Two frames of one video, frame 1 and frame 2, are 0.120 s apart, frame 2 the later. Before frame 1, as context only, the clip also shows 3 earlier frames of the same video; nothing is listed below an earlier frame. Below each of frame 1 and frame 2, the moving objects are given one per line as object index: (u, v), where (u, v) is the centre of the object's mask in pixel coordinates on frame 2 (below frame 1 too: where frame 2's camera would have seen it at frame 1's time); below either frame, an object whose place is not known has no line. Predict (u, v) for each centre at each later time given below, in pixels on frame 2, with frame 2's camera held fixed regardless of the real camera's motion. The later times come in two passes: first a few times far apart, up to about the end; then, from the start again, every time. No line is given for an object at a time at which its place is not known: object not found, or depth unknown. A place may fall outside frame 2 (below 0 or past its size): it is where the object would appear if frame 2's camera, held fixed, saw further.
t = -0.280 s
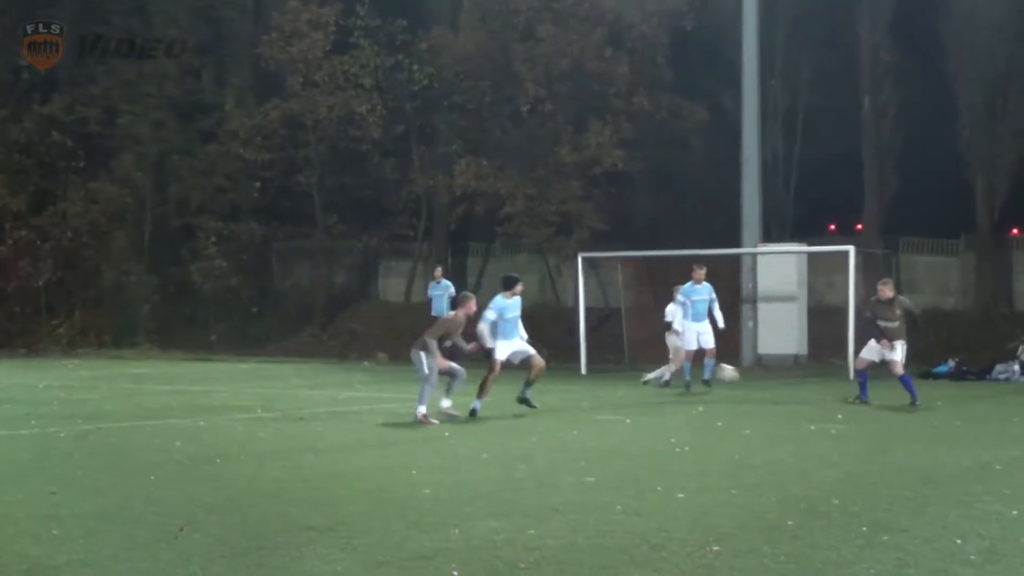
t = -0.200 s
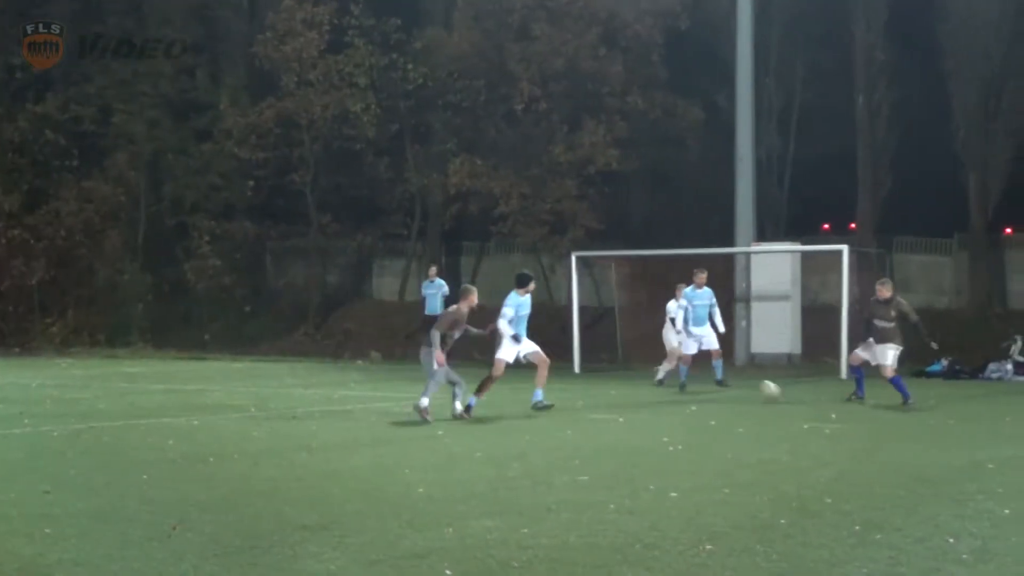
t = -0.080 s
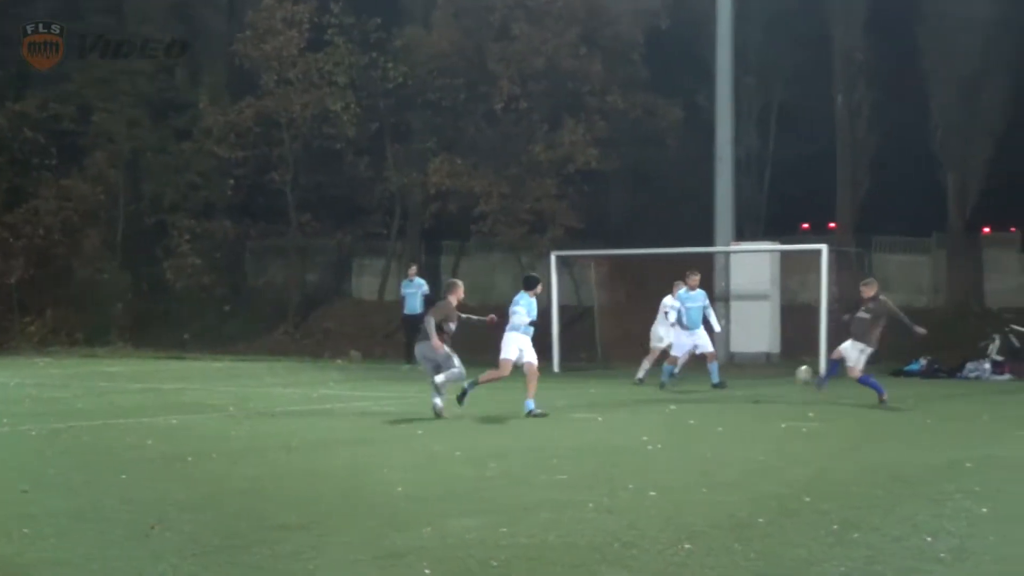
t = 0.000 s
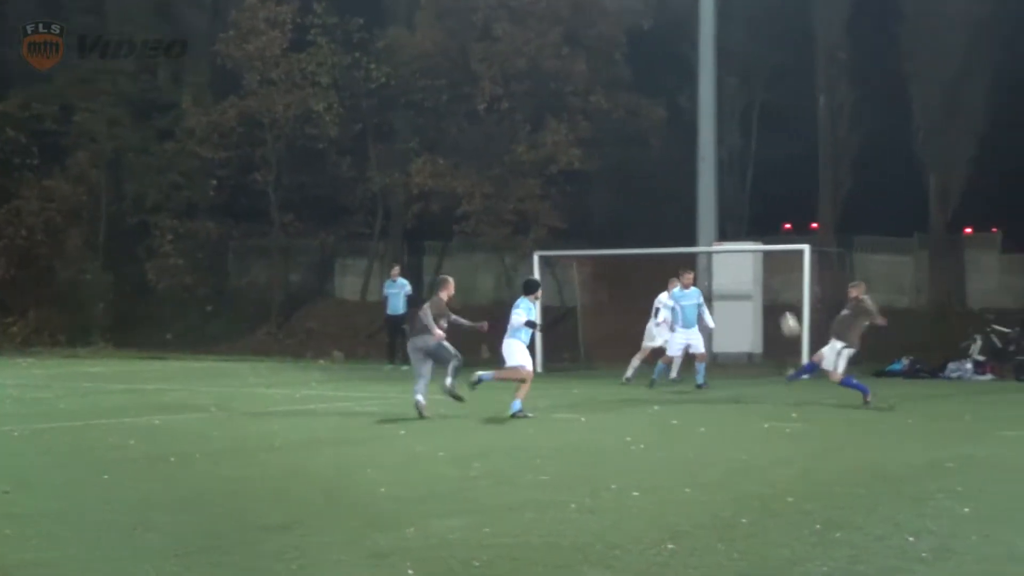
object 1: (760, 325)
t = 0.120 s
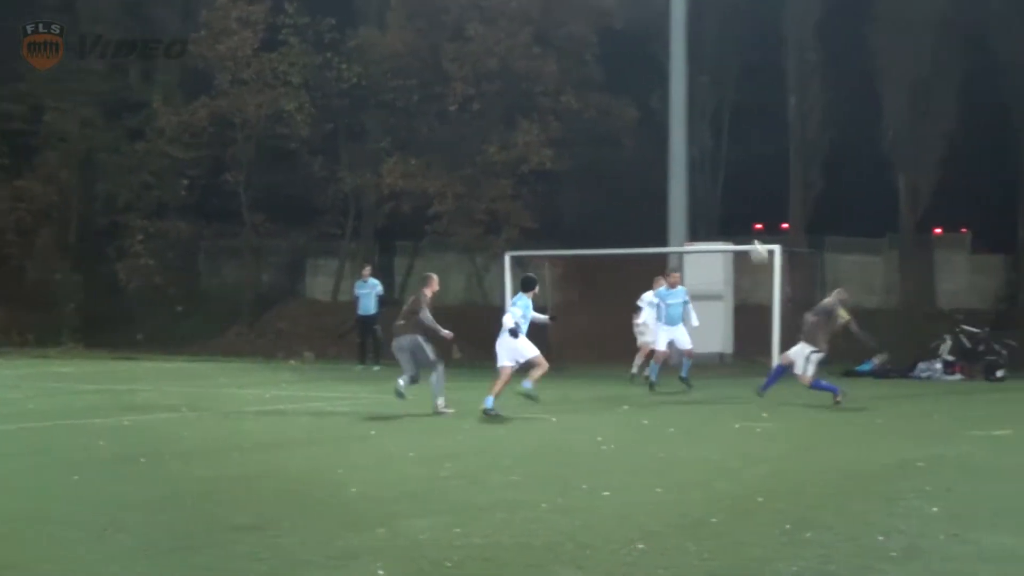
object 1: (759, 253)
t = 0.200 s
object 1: (758, 211)
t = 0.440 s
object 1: (758, 118)
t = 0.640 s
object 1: (760, 77)
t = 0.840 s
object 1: (763, 67)
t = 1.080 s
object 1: (766, 95)
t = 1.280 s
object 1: (769, 151)
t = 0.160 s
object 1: (758, 231)
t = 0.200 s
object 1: (758, 211)
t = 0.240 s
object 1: (757, 193)
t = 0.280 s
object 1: (757, 175)
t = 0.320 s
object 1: (758, 159)
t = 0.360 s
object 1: (758, 144)
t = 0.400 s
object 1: (758, 131)
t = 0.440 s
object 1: (758, 118)
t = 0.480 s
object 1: (758, 108)
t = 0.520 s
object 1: (758, 98)
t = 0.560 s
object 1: (759, 90)
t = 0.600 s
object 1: (760, 83)
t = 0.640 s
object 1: (760, 77)
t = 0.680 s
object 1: (761, 73)
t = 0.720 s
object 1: (761, 70)
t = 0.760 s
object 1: (762, 67)
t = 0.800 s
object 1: (762, 66)
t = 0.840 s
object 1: (763, 67)
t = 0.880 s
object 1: (764, 68)
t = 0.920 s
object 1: (764, 71)
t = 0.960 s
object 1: (765, 75)
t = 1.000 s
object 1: (765, 80)
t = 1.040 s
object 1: (766, 87)
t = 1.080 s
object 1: (766, 95)
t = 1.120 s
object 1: (767, 103)
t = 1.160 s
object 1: (768, 113)
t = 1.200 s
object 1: (768, 125)
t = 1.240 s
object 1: (769, 137)
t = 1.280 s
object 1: (769, 151)
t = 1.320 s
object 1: (769, 165)
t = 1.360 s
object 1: (770, 181)
